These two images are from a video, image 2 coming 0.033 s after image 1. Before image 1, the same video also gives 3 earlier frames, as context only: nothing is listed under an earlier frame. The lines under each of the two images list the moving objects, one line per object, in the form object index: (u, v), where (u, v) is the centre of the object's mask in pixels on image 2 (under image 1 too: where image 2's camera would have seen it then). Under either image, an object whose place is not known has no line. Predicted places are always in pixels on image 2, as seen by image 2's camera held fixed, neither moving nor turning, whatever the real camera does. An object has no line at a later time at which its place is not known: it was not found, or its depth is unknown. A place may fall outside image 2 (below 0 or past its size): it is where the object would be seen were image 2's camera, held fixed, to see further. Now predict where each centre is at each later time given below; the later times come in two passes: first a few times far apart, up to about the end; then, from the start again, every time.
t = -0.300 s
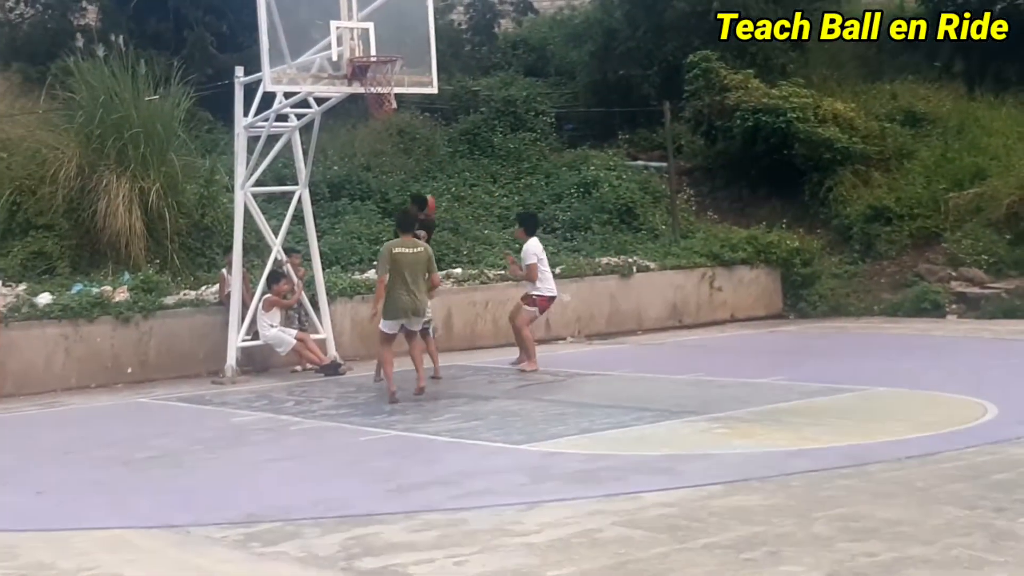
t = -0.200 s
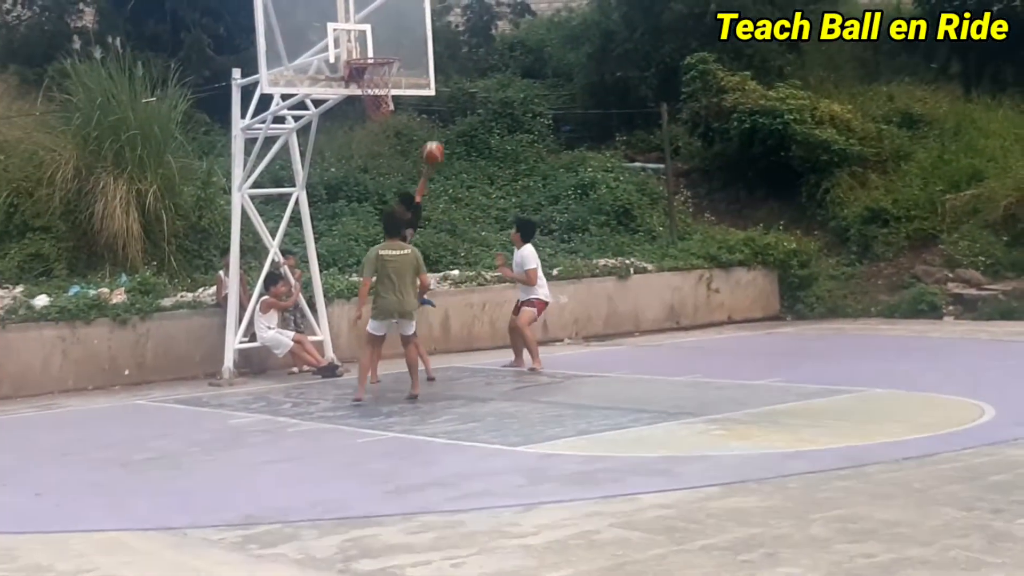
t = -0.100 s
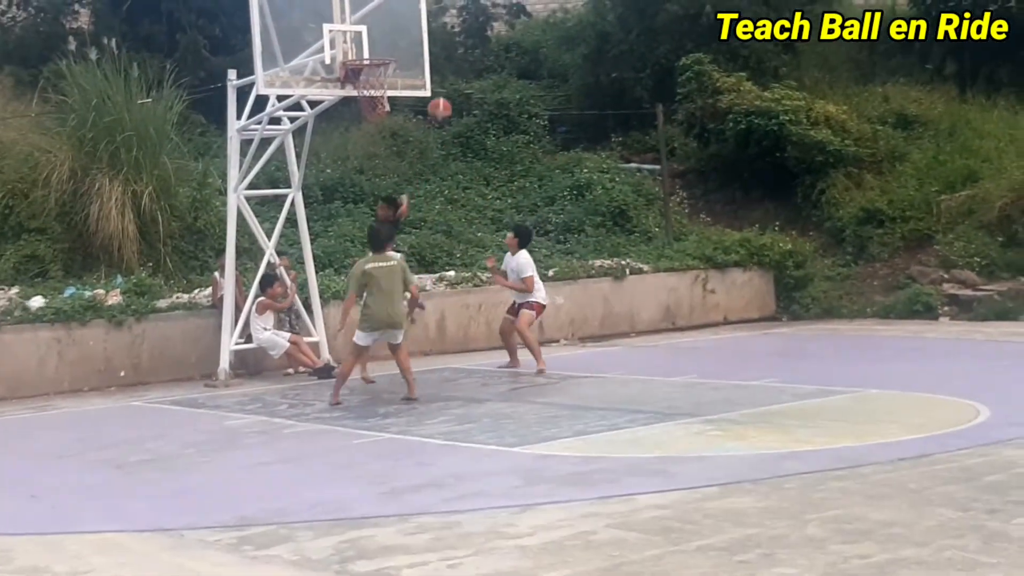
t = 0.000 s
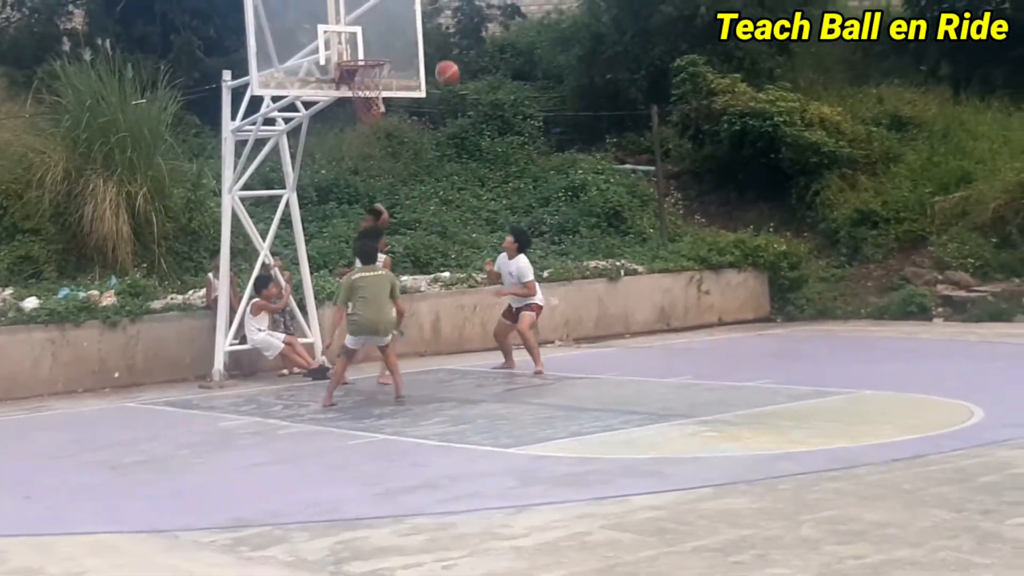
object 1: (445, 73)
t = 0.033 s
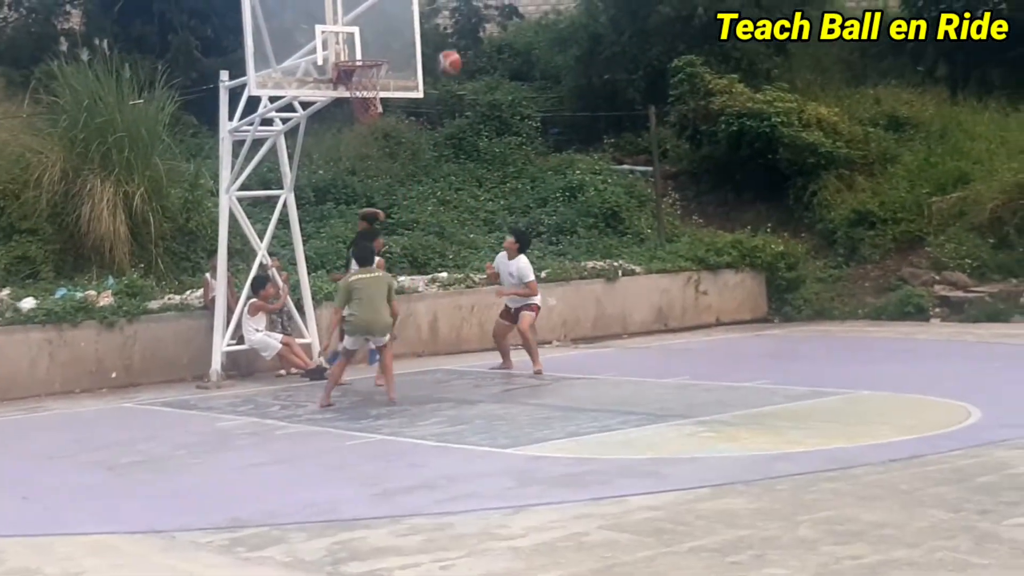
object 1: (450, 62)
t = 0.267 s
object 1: (487, 13)
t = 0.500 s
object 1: (537, 19)
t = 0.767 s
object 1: (609, 111)
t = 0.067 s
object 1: (454, 52)
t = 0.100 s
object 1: (459, 44)
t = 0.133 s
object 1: (464, 35)
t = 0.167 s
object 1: (470, 28)
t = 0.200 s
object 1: (475, 22)
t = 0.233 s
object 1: (481, 17)
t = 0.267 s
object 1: (487, 13)
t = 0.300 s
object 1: (494, 11)
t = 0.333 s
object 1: (500, 9)
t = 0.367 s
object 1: (506, 8)
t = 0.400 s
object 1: (515, 8)
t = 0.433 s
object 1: (521, 9)
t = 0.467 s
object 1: (528, 15)
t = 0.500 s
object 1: (537, 19)
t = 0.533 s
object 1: (544, 23)
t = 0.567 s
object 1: (553, 31)
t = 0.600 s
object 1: (561, 40)
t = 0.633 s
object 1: (569, 51)
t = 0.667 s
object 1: (579, 62)
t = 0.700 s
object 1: (588, 77)
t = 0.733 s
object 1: (598, 93)
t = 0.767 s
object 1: (609, 111)
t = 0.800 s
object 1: (620, 130)
